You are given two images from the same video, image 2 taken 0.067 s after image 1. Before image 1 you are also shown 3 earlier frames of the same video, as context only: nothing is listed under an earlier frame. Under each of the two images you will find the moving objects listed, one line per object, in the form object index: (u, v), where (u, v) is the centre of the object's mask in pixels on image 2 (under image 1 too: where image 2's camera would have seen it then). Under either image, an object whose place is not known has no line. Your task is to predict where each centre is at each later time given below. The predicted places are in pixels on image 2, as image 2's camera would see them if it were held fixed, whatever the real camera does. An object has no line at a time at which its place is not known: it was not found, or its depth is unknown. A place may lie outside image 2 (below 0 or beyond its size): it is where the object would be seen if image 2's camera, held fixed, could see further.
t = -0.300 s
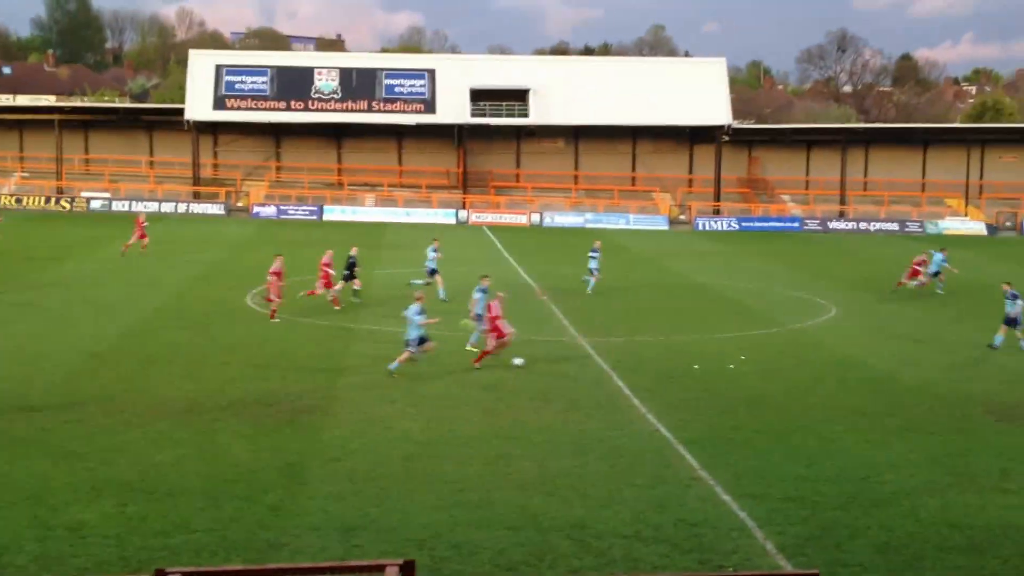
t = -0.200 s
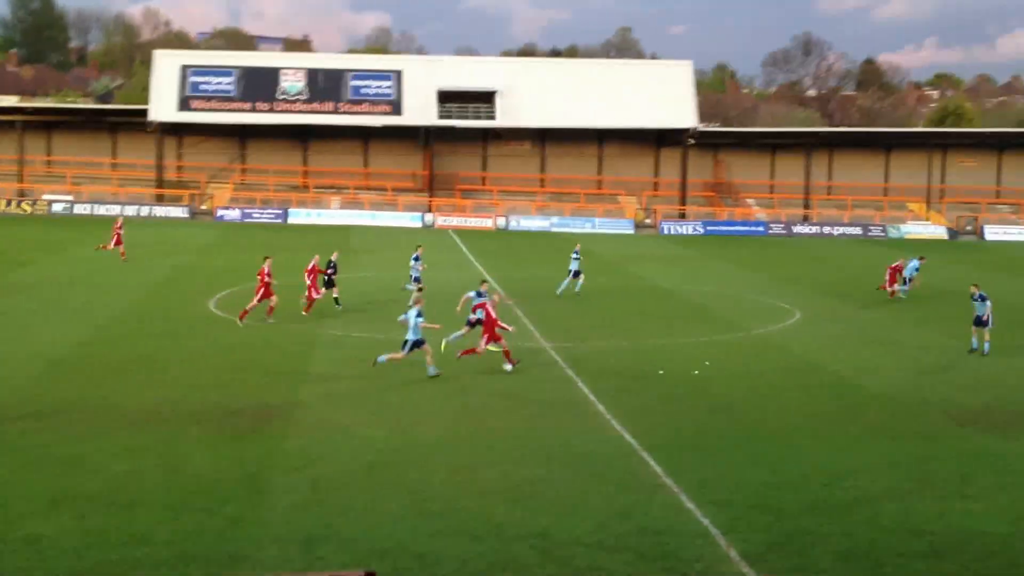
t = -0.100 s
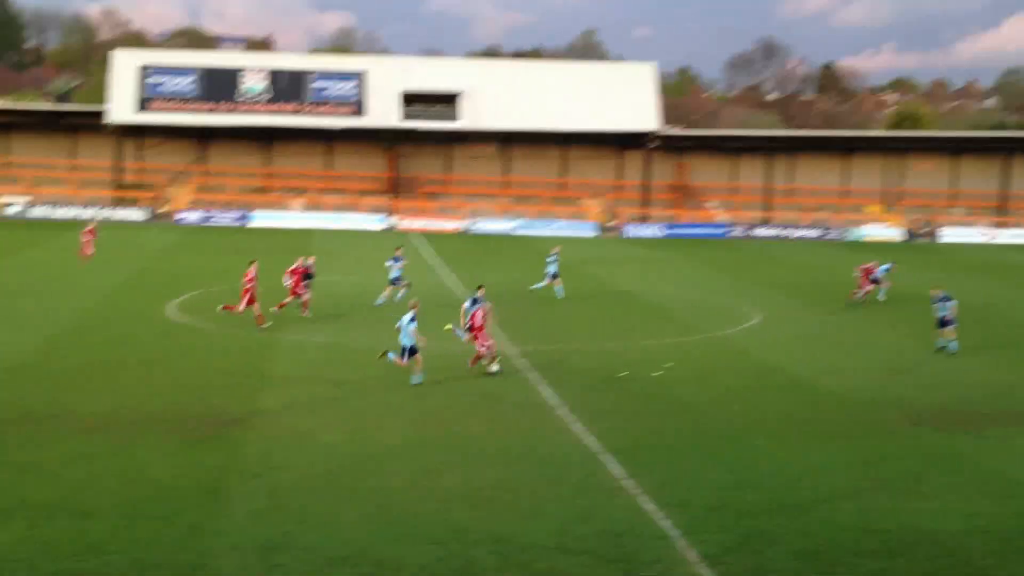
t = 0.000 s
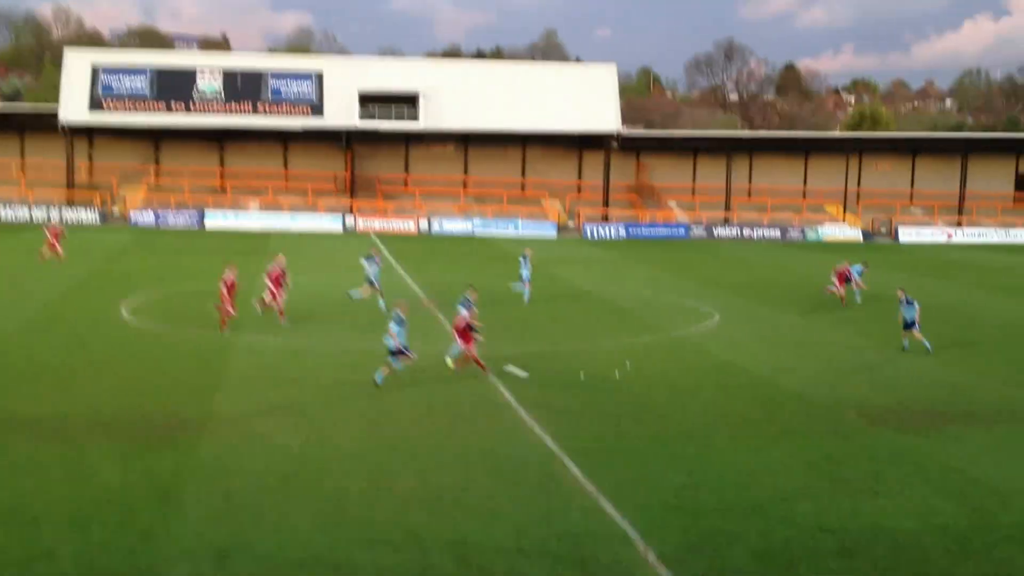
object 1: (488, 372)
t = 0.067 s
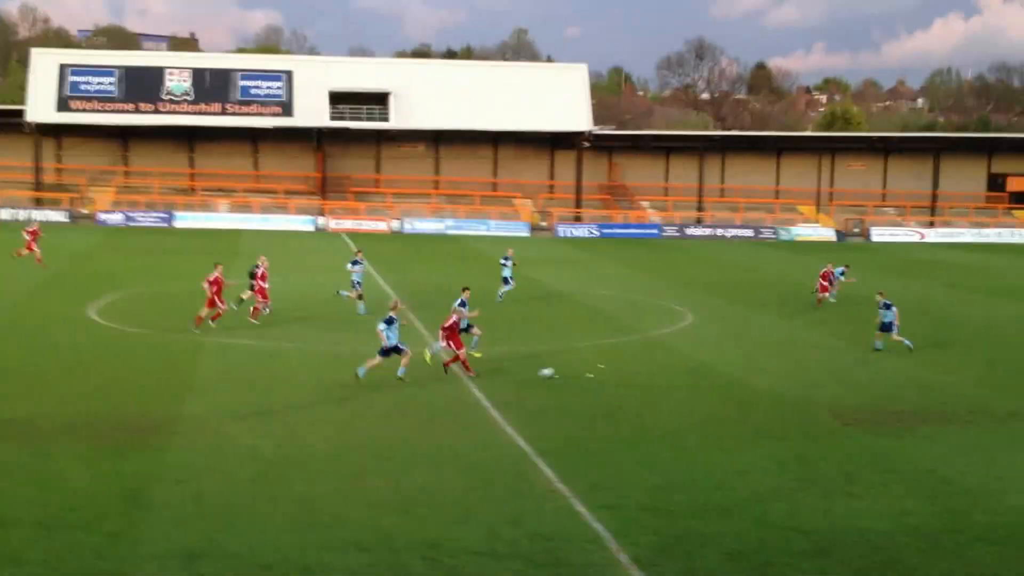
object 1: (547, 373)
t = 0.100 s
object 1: (572, 372)
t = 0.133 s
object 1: (598, 375)
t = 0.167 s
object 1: (622, 375)
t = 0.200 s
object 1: (646, 375)
